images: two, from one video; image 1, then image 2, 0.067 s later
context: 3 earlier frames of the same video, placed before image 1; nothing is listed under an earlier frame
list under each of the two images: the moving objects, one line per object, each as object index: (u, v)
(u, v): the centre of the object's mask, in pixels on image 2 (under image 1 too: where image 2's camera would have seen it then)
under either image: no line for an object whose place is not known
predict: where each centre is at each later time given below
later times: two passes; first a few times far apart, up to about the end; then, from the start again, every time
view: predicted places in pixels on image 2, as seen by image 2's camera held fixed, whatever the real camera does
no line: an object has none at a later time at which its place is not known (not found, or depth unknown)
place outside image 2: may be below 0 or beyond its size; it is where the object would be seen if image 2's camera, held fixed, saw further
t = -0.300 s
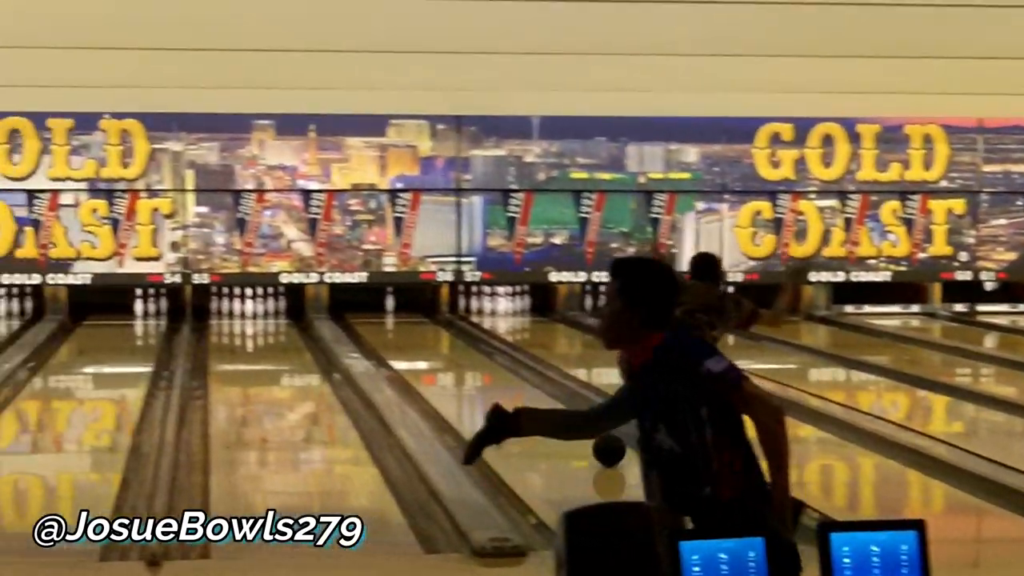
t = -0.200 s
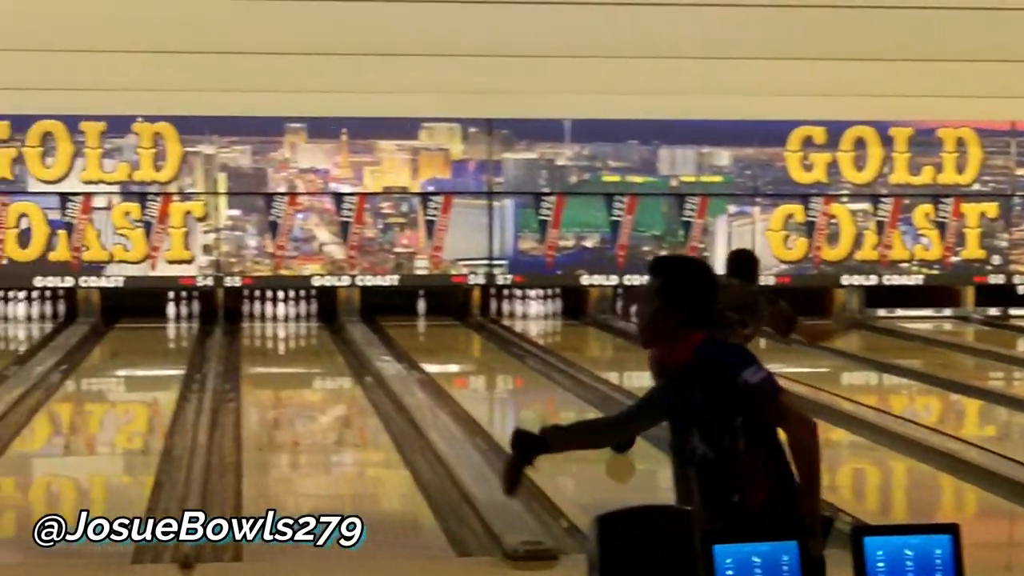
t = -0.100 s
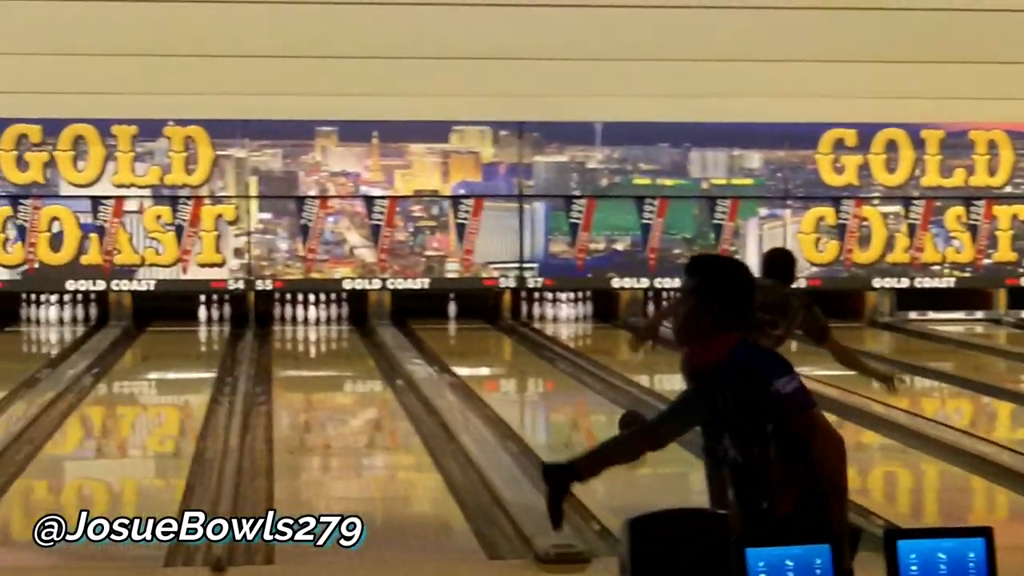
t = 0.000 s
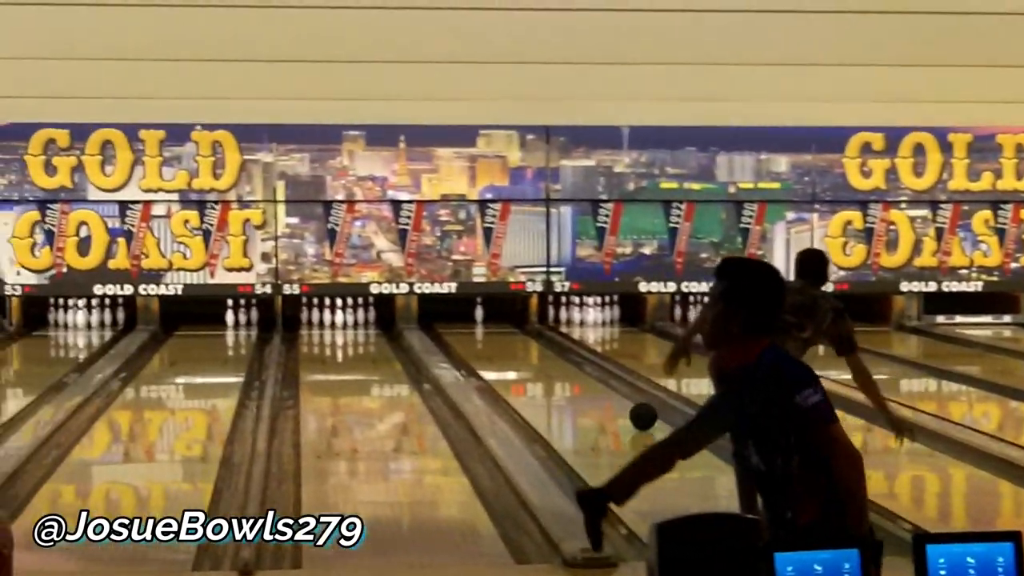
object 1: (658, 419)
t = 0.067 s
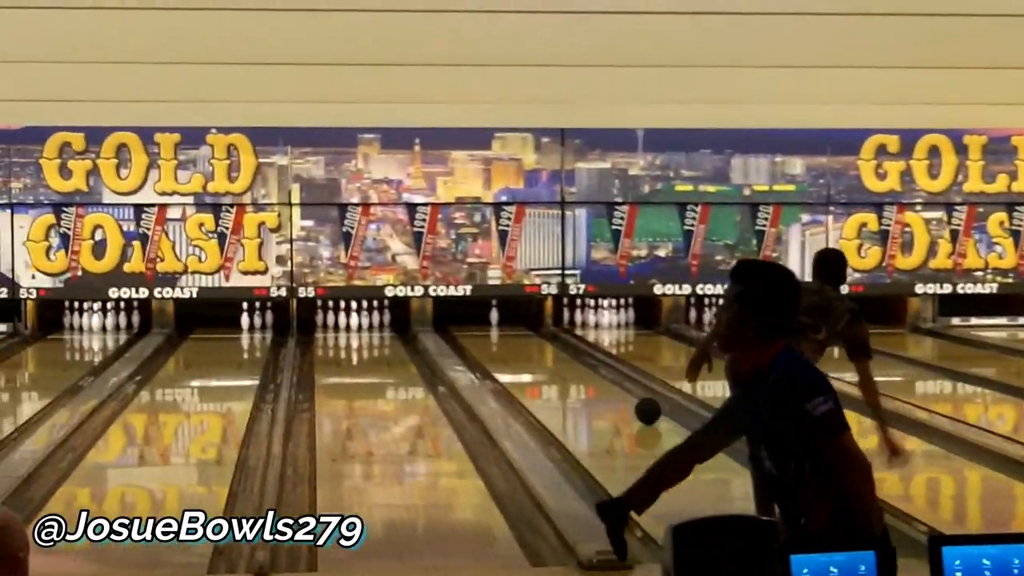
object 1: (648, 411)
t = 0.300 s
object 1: (615, 388)
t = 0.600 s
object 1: (583, 365)
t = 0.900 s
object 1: (555, 348)
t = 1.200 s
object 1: (529, 334)
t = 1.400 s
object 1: (512, 328)
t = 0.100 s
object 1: (643, 407)
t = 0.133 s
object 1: (638, 404)
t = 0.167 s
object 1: (633, 400)
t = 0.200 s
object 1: (628, 397)
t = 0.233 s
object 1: (624, 393)
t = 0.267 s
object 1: (620, 390)
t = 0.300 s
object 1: (615, 388)
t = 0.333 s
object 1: (611, 385)
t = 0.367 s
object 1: (607, 382)
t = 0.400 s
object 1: (603, 380)
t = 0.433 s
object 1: (600, 377)
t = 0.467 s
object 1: (596, 374)
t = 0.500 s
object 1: (593, 372)
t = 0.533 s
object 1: (589, 370)
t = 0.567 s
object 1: (586, 368)
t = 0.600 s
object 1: (583, 365)
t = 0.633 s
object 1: (579, 363)
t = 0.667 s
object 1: (576, 361)
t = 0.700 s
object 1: (573, 360)
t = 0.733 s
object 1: (569, 359)
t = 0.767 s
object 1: (566, 357)
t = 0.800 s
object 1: (563, 355)
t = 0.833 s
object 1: (560, 352)
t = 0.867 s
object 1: (557, 350)
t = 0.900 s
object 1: (555, 348)
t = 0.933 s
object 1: (551, 348)
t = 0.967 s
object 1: (548, 346)
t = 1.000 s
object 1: (545, 345)
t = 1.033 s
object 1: (541, 343)
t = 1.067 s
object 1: (539, 341)
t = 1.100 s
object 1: (536, 339)
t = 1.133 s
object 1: (534, 337)
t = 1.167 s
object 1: (531, 334)
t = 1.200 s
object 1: (529, 334)
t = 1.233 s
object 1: (526, 333)
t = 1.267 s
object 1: (523, 330)
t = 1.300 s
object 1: (520, 329)
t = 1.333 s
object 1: (517, 329)
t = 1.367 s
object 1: (514, 329)
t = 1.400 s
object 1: (512, 328)
